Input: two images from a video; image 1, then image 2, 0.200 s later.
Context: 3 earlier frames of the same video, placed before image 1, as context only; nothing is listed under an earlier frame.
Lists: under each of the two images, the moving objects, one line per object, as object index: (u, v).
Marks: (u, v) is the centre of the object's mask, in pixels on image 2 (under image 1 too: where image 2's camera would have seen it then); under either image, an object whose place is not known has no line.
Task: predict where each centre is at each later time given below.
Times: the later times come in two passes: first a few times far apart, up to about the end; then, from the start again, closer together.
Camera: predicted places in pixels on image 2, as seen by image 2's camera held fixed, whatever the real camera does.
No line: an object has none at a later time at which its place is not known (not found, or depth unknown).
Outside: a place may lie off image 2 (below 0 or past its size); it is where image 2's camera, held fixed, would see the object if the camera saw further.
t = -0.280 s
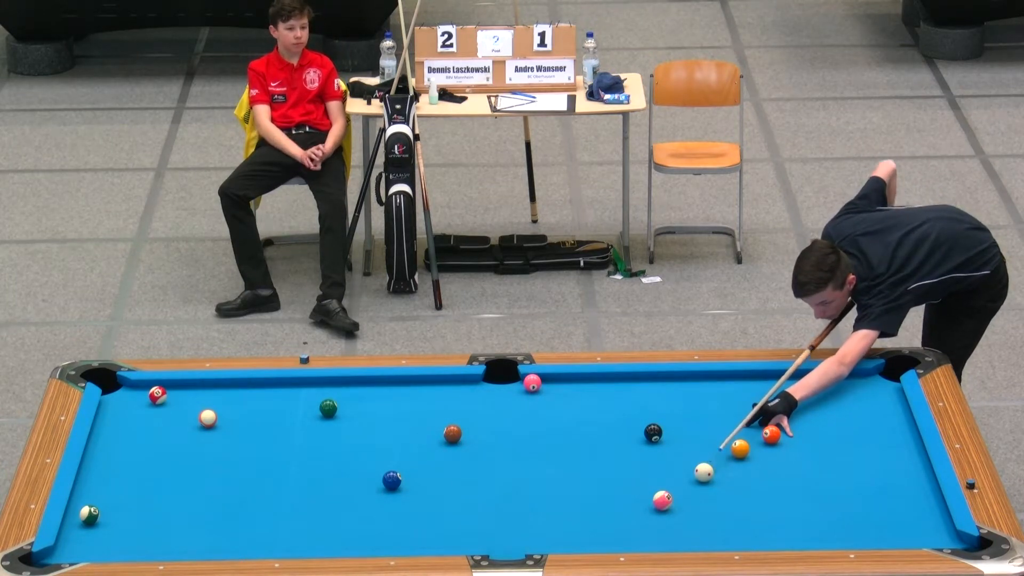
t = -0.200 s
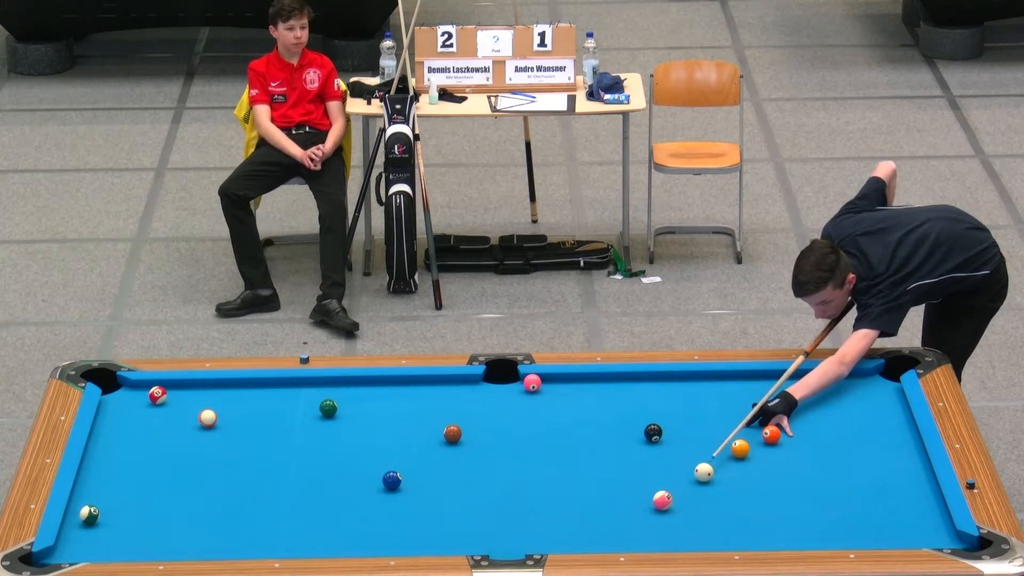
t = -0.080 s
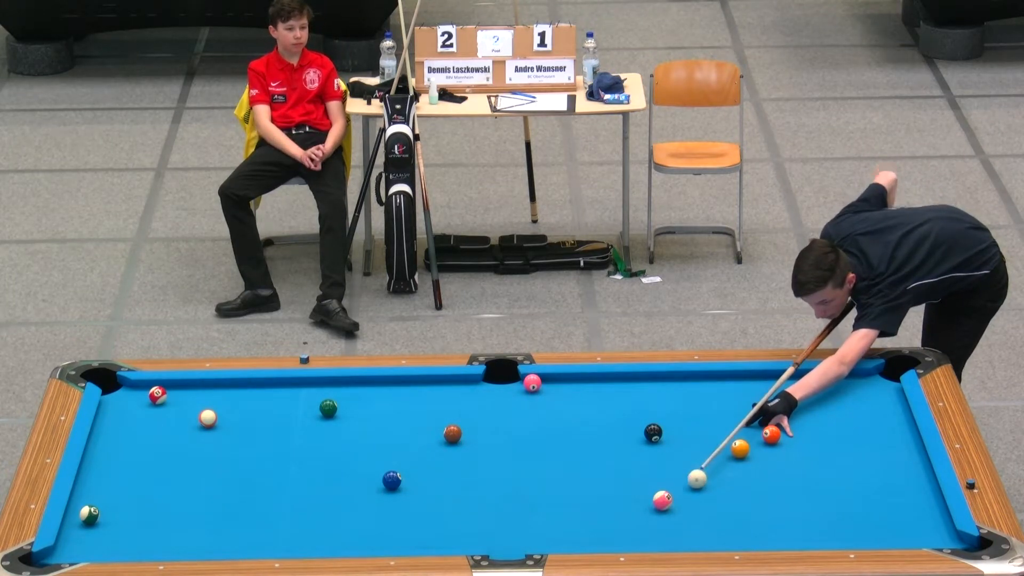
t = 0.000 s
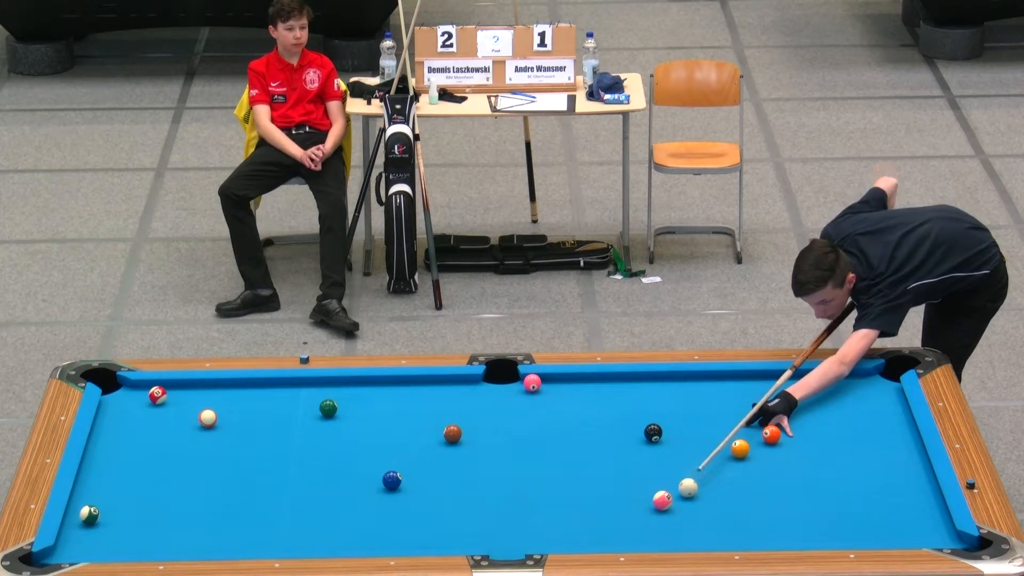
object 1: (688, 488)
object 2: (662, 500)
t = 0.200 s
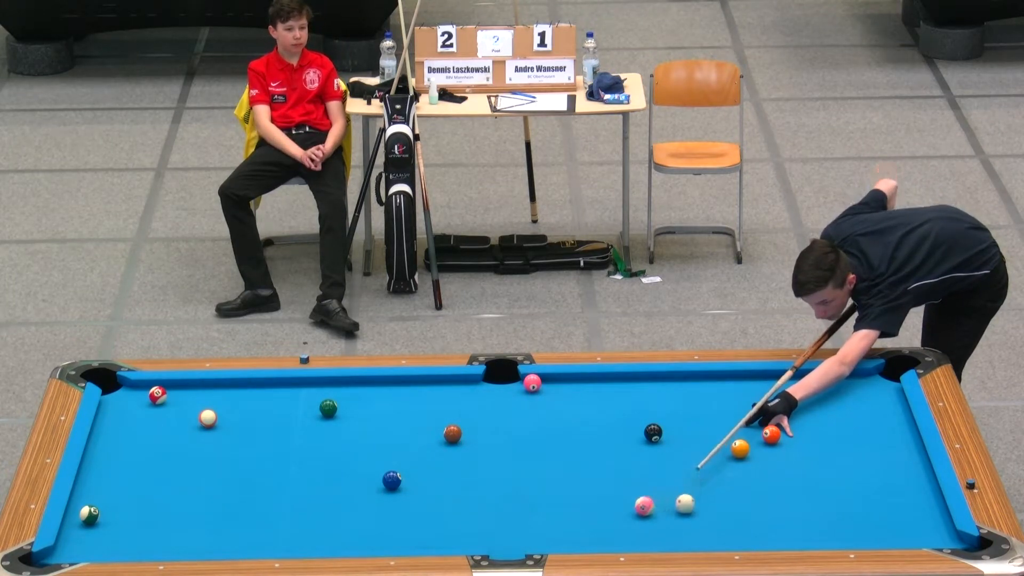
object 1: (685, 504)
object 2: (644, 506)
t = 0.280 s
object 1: (688, 509)
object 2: (635, 509)
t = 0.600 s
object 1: (698, 530)
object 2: (598, 520)
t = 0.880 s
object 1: (706, 539)
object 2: (568, 531)
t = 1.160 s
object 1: (707, 533)
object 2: (539, 538)
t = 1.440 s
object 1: (708, 524)
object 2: (512, 548)
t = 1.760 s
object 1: (708, 516)
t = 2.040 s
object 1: (709, 510)
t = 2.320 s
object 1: (709, 504)
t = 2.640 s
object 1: (709, 500)
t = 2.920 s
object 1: (709, 496)
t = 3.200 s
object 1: (710, 494)
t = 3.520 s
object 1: (710, 492)
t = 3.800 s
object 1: (710, 492)
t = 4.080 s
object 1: (710, 492)
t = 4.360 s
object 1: (710, 492)
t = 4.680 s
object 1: (710, 492)
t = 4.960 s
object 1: (710, 492)
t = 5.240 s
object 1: (710, 492)
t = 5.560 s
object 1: (710, 492)
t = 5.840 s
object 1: (710, 492)
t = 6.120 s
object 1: (710, 492)
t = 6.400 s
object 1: (710, 492)
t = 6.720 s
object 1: (710, 492)
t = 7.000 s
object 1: (710, 492)
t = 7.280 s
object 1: (710, 492)
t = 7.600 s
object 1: (710, 492)
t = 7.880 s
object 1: (710, 492)
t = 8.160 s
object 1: (710, 492)
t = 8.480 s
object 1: (710, 492)
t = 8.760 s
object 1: (710, 492)
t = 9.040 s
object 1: (710, 492)
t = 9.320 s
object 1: (710, 492)
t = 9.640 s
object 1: (710, 492)
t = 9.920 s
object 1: (710, 492)
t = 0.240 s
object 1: (686, 506)
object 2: (639, 507)
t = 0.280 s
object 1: (688, 509)
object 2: (635, 509)
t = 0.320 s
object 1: (689, 512)
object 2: (630, 510)
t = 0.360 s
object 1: (690, 514)
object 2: (625, 512)
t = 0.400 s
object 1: (691, 517)
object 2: (621, 513)
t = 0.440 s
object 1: (693, 520)
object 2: (616, 515)
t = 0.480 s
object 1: (694, 522)
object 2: (612, 516)
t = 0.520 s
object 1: (696, 525)
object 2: (607, 518)
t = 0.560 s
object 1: (697, 527)
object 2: (603, 519)
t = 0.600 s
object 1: (698, 530)
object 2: (598, 520)
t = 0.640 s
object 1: (700, 532)
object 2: (594, 522)
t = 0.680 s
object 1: (701, 535)
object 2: (589, 523)
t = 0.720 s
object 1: (702, 536)
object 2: (585, 525)
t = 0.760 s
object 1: (704, 538)
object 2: (581, 526)
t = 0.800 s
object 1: (705, 540)
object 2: (576, 528)
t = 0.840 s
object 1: (706, 540)
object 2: (572, 529)
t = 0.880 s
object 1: (706, 539)
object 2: (568, 531)
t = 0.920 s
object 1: (706, 538)
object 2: (564, 532)
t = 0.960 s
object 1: (706, 537)
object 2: (559, 533)
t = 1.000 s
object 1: (707, 536)
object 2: (555, 534)
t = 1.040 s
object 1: (707, 535)
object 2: (551, 535)
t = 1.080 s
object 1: (707, 535)
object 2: (547, 537)
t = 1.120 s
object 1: (707, 533)
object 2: (543, 537)
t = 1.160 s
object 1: (707, 533)
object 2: (539, 538)
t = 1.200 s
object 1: (707, 531)
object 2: (535, 539)
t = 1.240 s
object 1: (707, 529)
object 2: (531, 540)
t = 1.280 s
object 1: (708, 529)
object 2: (526, 542)
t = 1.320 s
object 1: (708, 527)
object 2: (523, 544)
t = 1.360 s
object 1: (708, 526)
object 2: (519, 545)
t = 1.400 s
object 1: (708, 525)
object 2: (516, 547)
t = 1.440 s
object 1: (708, 524)
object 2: (512, 548)
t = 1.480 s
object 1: (708, 523)
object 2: (508, 549)
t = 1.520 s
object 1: (708, 522)
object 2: (504, 550)
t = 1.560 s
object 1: (708, 521)
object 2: (501, 550)
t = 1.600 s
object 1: (708, 520)
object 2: (497, 551)
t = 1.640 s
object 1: (708, 519)
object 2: (498, 553)
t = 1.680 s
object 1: (708, 518)
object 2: (501, 557)
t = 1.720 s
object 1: (708, 517)
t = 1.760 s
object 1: (708, 516)
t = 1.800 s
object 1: (708, 515)
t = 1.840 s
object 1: (708, 514)
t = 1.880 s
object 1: (708, 513)
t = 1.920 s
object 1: (709, 512)
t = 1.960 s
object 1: (709, 511)
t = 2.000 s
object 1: (709, 510)
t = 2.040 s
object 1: (709, 510)
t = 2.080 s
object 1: (708, 509)
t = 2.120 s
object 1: (708, 508)
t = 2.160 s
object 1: (708, 507)
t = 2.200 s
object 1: (709, 506)
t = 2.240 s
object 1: (709, 506)
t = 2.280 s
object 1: (709, 505)
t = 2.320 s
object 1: (709, 504)
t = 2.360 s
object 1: (709, 504)
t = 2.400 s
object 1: (709, 503)
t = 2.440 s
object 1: (708, 502)
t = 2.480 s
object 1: (708, 502)
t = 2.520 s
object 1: (708, 501)
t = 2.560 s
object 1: (709, 501)
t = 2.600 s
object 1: (709, 500)
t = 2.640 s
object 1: (709, 500)
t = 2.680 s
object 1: (709, 499)
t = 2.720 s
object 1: (709, 499)
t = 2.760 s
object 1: (709, 498)
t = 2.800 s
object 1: (709, 498)
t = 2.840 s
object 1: (709, 497)
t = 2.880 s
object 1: (709, 497)
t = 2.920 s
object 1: (709, 496)
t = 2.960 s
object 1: (709, 496)
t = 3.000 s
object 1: (709, 496)
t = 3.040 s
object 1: (709, 495)
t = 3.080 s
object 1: (709, 495)
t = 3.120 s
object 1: (709, 495)
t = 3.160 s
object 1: (710, 494)
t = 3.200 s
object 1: (710, 494)
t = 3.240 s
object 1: (710, 494)
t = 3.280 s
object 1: (710, 494)
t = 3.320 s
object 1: (710, 493)
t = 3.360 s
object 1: (710, 493)
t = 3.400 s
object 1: (710, 493)
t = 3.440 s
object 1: (710, 493)
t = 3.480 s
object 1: (710, 492)
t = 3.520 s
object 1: (710, 492)
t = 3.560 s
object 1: (710, 492)
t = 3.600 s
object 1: (710, 492)
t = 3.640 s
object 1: (710, 492)
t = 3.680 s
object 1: (710, 492)
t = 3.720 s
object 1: (710, 492)
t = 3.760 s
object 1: (710, 492)
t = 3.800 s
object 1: (710, 492)
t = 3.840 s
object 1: (710, 492)
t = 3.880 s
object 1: (710, 492)
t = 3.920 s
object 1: (710, 492)
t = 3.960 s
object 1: (710, 492)
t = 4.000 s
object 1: (710, 492)
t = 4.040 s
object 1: (710, 492)
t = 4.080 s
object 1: (710, 492)
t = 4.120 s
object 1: (710, 492)
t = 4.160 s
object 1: (710, 492)
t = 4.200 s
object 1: (710, 492)
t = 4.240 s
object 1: (710, 492)
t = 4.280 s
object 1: (710, 492)
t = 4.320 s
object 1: (710, 492)
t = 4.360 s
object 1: (710, 492)
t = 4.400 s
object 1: (710, 492)
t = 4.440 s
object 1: (710, 492)
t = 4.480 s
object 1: (710, 492)
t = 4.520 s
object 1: (710, 492)
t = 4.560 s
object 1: (710, 492)
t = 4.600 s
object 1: (710, 492)
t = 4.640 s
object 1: (710, 492)
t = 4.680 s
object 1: (710, 492)
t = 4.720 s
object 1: (710, 492)
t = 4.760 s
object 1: (710, 492)
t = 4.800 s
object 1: (710, 492)
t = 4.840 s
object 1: (710, 492)
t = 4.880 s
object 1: (710, 492)
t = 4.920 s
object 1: (710, 492)
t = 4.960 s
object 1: (710, 492)
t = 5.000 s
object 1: (710, 492)
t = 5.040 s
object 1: (710, 492)
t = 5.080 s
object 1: (710, 492)
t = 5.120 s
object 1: (710, 492)
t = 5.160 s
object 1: (710, 492)
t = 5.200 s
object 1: (710, 492)
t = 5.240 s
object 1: (710, 492)
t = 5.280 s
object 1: (710, 492)
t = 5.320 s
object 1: (710, 492)
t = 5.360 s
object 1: (710, 492)
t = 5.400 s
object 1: (710, 492)
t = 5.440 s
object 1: (710, 492)
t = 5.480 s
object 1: (710, 492)
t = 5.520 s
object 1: (710, 492)
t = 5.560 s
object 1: (710, 492)
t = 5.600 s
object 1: (710, 492)
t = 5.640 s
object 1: (710, 492)
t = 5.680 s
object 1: (710, 492)
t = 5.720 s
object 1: (710, 492)
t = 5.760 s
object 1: (710, 492)
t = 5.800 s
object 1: (710, 492)
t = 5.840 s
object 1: (710, 492)
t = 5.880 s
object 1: (710, 492)
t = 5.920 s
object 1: (710, 492)
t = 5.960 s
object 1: (710, 492)
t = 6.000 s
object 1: (710, 492)
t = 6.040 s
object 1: (710, 492)
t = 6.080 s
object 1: (710, 492)
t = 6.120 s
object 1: (710, 492)
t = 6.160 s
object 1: (710, 492)
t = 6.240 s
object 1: (710, 492)
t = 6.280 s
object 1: (710, 492)
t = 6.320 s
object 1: (710, 492)
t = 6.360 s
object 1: (710, 492)
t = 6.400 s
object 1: (710, 492)
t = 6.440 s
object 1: (710, 492)
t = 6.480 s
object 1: (710, 492)
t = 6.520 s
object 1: (710, 492)
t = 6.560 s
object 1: (710, 492)
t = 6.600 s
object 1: (710, 492)
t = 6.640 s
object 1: (710, 492)
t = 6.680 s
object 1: (710, 492)
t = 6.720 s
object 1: (710, 492)
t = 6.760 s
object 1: (710, 492)
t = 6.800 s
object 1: (710, 492)
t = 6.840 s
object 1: (710, 492)
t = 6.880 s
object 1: (710, 492)
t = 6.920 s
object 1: (710, 492)
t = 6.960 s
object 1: (710, 492)
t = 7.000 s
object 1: (710, 492)
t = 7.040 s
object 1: (710, 492)
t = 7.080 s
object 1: (710, 492)
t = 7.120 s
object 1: (710, 492)
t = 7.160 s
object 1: (710, 492)
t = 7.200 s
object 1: (710, 492)
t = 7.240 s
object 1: (710, 492)
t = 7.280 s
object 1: (710, 492)
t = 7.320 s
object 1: (710, 492)
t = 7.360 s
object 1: (710, 492)
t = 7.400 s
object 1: (710, 492)
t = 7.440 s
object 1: (710, 492)
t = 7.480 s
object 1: (710, 492)
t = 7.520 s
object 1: (710, 492)
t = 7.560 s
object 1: (710, 492)
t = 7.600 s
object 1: (710, 492)
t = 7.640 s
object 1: (710, 492)
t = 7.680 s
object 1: (710, 492)
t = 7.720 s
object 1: (710, 492)
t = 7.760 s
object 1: (710, 492)
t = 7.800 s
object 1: (710, 492)
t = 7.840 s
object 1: (710, 492)
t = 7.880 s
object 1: (710, 492)
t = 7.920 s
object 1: (710, 492)
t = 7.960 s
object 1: (710, 492)
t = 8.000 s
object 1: (710, 492)
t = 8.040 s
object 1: (710, 492)
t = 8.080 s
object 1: (710, 492)
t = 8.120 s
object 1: (710, 492)
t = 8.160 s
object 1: (710, 492)
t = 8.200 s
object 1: (710, 492)
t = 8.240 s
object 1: (710, 492)
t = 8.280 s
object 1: (710, 492)
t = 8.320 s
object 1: (710, 492)
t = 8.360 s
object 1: (710, 492)
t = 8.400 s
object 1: (710, 492)
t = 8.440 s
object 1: (710, 492)
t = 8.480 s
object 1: (710, 492)
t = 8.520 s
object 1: (710, 492)
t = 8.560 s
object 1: (710, 492)
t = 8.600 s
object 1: (710, 492)
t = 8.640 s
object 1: (710, 492)
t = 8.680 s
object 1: (710, 492)
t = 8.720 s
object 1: (710, 492)
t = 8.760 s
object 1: (710, 492)
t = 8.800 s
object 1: (710, 492)
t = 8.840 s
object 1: (710, 492)
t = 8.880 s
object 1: (710, 492)
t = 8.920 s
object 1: (710, 492)
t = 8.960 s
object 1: (710, 492)
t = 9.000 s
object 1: (710, 492)
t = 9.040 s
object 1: (710, 492)
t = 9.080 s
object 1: (710, 492)
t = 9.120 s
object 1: (710, 492)
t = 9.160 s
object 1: (710, 492)
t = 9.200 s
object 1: (710, 492)
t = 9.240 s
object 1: (710, 492)
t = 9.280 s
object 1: (710, 492)
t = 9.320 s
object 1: (710, 492)
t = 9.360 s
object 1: (710, 492)
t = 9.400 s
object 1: (710, 492)
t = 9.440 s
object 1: (710, 492)
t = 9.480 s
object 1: (710, 492)
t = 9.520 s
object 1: (710, 492)
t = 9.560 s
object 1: (710, 492)
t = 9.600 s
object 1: (710, 492)
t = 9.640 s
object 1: (710, 492)
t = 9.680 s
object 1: (710, 492)
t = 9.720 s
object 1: (710, 492)
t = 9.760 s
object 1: (710, 492)
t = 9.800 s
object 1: (710, 492)
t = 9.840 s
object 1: (710, 492)
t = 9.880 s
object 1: (710, 492)
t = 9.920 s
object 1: (710, 492)
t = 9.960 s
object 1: (710, 492)
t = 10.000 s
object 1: (710, 492)
